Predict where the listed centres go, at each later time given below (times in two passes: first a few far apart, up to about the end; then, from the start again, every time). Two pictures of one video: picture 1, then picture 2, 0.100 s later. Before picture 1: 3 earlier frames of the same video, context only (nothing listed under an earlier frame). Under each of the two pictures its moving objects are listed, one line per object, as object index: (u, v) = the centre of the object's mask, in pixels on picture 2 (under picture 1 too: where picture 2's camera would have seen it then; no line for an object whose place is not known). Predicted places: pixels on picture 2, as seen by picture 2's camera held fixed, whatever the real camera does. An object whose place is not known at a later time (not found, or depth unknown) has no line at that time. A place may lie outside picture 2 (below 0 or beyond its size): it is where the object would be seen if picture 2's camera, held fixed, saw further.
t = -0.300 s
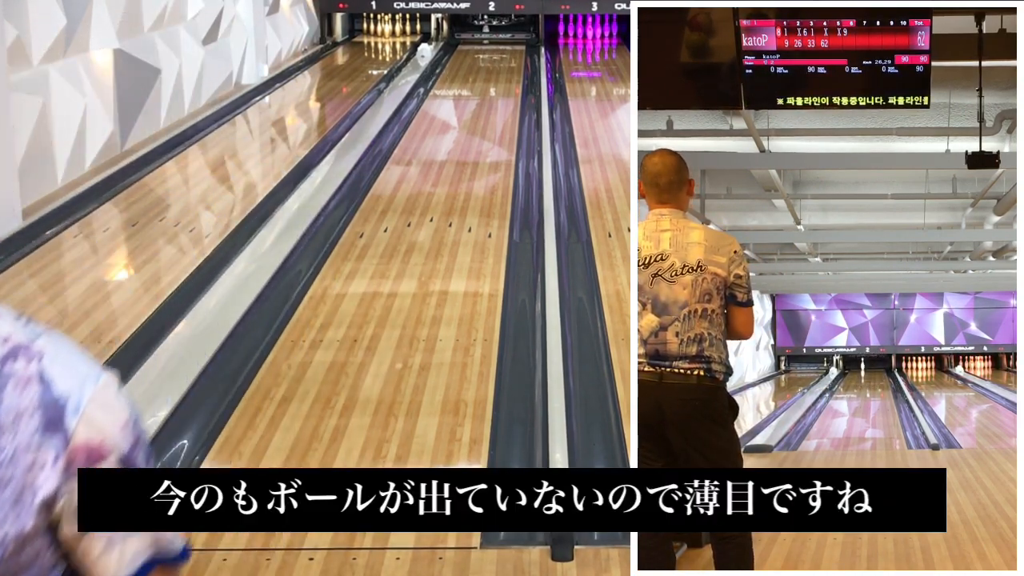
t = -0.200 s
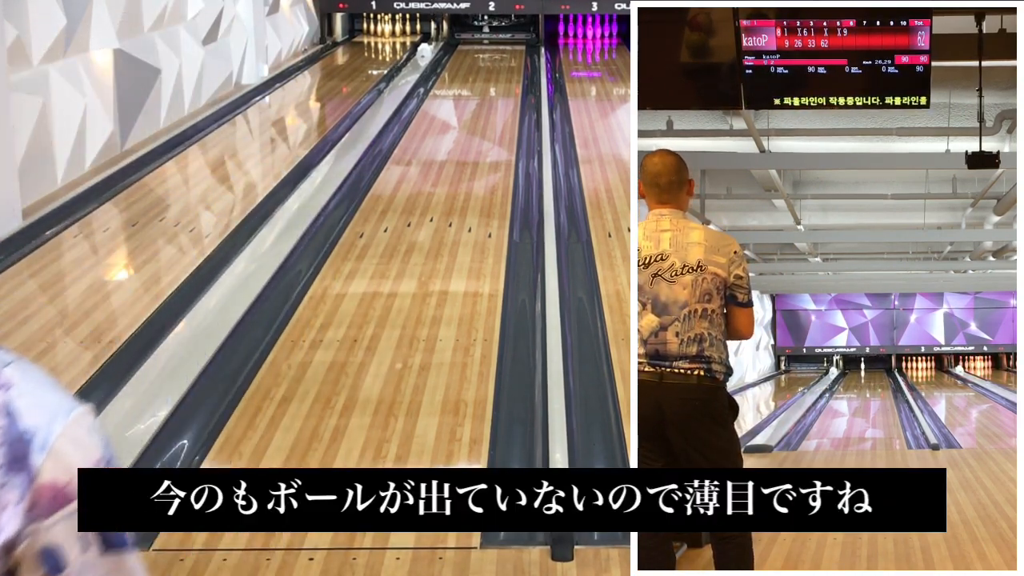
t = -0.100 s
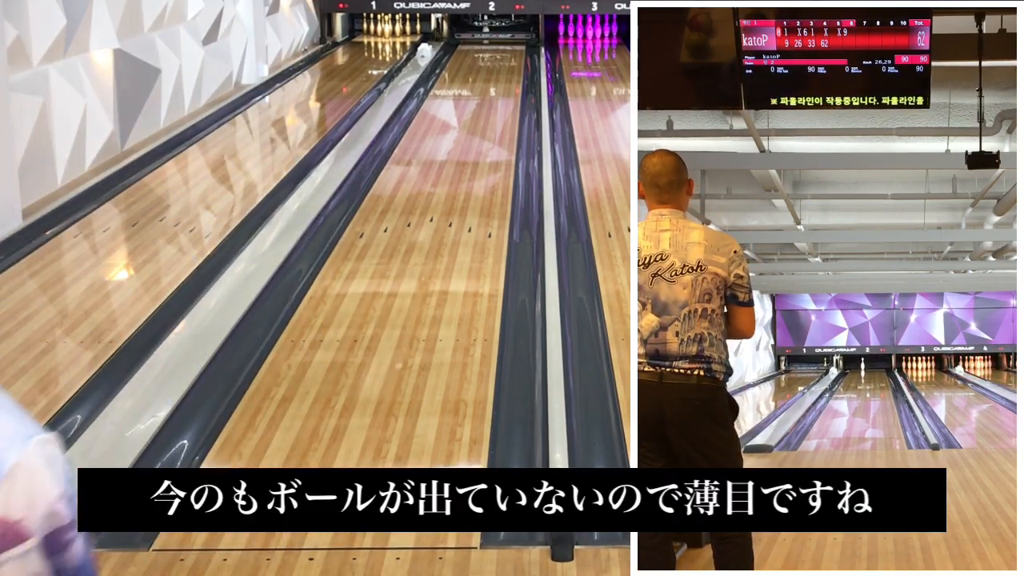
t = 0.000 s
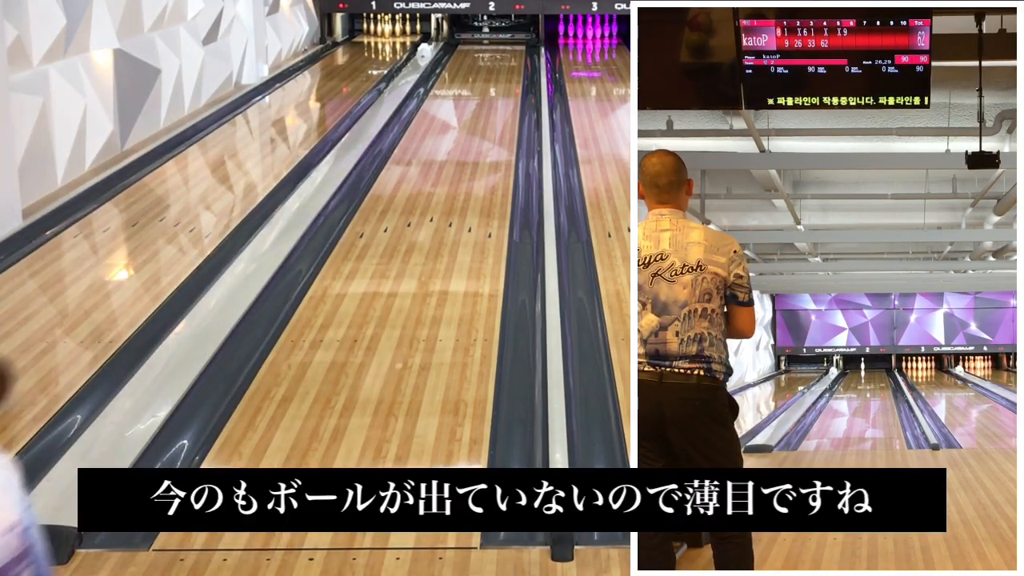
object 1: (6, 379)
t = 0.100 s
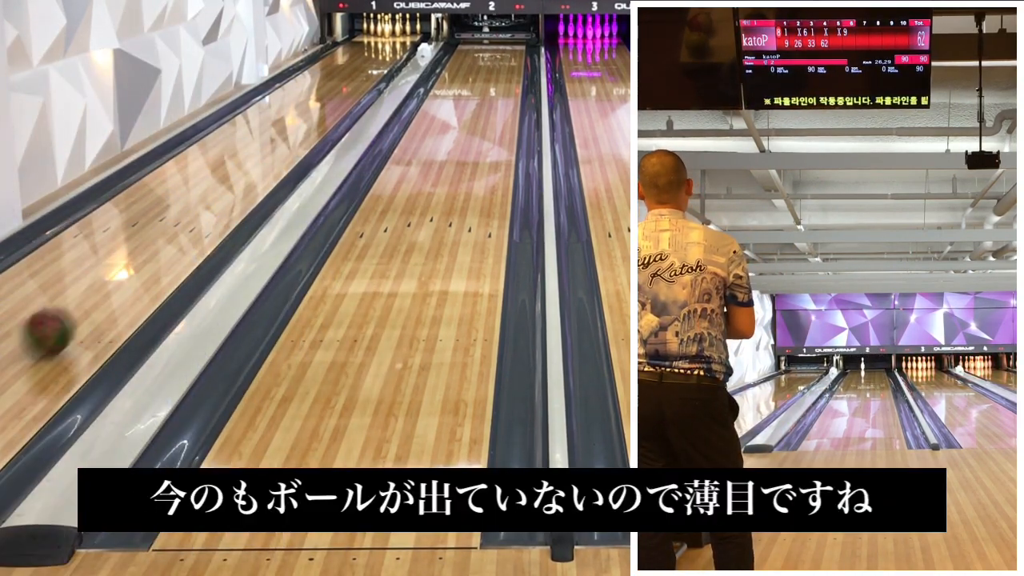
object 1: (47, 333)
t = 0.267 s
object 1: (128, 268)
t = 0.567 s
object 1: (223, 191)
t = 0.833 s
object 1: (278, 147)
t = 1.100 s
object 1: (317, 116)
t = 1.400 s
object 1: (348, 90)
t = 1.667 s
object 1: (367, 73)
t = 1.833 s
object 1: (377, 63)
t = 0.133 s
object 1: (66, 318)
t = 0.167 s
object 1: (83, 304)
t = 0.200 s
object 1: (99, 292)
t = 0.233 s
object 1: (114, 280)
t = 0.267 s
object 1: (128, 268)
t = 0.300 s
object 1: (142, 257)
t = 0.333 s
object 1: (152, 248)
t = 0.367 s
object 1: (165, 238)
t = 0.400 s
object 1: (176, 229)
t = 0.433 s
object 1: (186, 221)
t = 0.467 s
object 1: (196, 213)
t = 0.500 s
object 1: (206, 205)
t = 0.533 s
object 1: (214, 198)
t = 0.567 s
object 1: (223, 191)
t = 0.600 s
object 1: (231, 185)
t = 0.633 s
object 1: (238, 179)
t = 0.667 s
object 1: (246, 174)
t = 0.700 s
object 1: (253, 168)
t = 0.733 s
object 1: (260, 162)
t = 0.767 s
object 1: (266, 157)
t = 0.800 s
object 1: (272, 152)
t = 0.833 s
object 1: (278, 147)
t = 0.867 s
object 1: (283, 143)
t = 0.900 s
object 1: (289, 139)
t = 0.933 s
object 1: (294, 135)
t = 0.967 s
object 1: (299, 131)
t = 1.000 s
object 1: (304, 127)
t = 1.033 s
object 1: (308, 123)
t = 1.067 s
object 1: (312, 119)
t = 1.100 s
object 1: (317, 116)
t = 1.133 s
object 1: (320, 113)
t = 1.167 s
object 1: (324, 110)
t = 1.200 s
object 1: (328, 107)
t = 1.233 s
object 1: (331, 104)
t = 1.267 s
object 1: (335, 101)
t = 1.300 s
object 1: (338, 98)
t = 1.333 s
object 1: (342, 95)
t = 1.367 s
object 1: (345, 93)
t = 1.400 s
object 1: (348, 90)
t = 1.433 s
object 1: (350, 88)
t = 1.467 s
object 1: (353, 86)
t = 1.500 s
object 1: (355, 84)
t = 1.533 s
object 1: (359, 81)
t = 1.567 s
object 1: (360, 79)
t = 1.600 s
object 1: (363, 76)
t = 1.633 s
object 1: (365, 74)
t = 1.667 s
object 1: (367, 73)
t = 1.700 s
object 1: (369, 71)
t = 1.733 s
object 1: (372, 69)
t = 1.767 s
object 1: (373, 67)
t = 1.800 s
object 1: (375, 65)
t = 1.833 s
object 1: (377, 63)
